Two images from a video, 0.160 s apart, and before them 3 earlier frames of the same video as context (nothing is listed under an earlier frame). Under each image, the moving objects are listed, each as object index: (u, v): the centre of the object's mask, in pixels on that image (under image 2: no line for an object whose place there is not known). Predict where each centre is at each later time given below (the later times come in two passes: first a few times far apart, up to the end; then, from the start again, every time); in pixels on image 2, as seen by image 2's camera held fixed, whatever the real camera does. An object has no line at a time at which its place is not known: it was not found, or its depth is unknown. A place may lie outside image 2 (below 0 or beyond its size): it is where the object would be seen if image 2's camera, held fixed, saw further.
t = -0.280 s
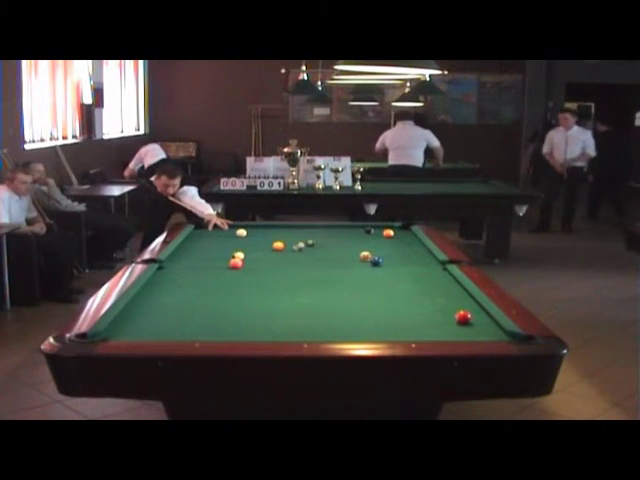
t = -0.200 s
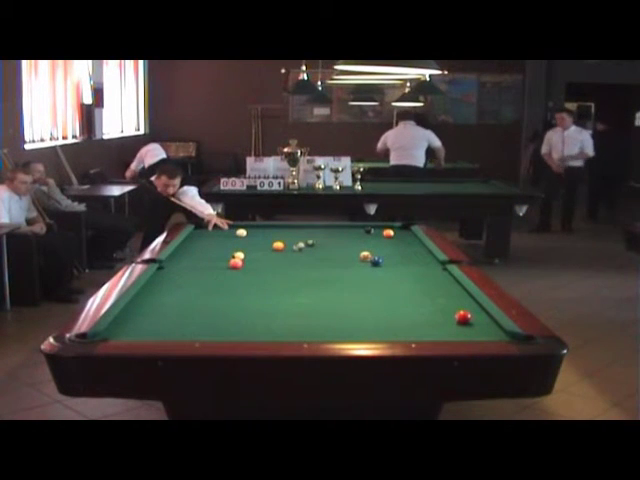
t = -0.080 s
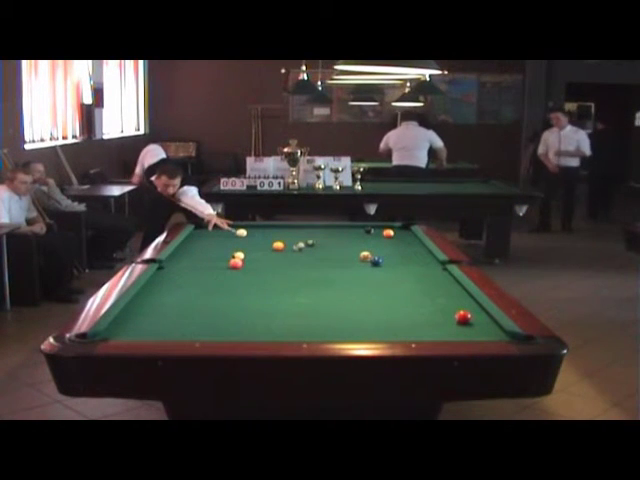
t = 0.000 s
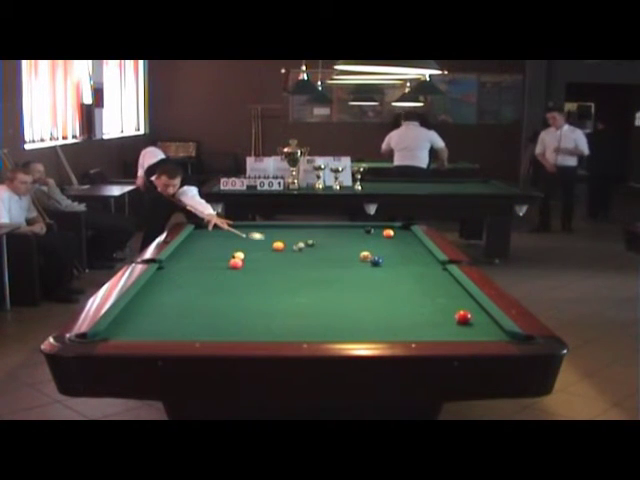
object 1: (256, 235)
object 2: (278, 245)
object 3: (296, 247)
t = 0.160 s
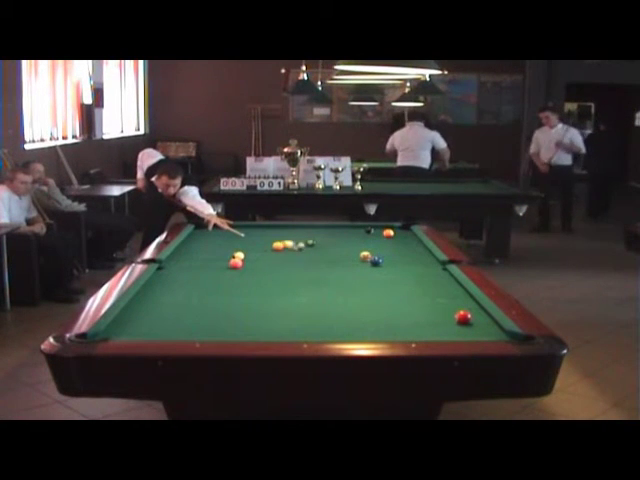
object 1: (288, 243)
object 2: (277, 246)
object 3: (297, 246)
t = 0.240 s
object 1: (289, 245)
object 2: (277, 245)
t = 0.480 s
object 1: (292, 247)
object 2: (272, 246)
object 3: (348, 255)
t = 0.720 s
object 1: (295, 249)
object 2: (268, 246)
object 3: (356, 258)
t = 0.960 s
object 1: (298, 251)
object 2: (264, 246)
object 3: (358, 261)
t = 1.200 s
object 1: (301, 252)
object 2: (261, 246)
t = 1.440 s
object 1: (302, 253)
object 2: (259, 246)
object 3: (365, 268)
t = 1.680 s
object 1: (305, 254)
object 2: (259, 246)
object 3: (367, 269)
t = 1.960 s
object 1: (307, 255)
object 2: (259, 246)
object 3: (370, 272)
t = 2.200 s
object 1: (308, 255)
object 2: (259, 246)
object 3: (373, 274)
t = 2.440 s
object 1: (308, 256)
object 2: (259, 246)
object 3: (373, 276)
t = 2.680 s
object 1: (309, 256)
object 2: (259, 246)
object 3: (374, 277)
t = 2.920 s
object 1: (309, 256)
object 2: (259, 246)
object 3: (375, 279)
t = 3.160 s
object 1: (309, 256)
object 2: (259, 246)
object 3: (376, 280)
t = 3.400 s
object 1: (309, 256)
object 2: (259, 246)
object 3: (377, 280)
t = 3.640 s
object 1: (309, 256)
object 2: (259, 246)
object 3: (378, 280)
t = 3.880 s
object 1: (309, 256)
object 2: (259, 246)
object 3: (377, 280)
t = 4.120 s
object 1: (309, 256)
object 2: (260, 246)
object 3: (378, 280)
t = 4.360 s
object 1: (309, 255)
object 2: (260, 246)
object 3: (378, 280)
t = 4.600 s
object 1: (310, 256)
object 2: (260, 246)
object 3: (378, 281)
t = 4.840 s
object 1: (310, 256)
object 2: (260, 246)
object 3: (378, 281)
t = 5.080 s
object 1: (309, 256)
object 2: (260, 246)
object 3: (378, 281)
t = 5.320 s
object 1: (310, 256)
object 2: (260, 247)
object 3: (378, 281)
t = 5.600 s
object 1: (309, 256)
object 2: (260, 247)
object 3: (378, 281)
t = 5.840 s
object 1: (308, 256)
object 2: (259, 247)
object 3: (377, 281)
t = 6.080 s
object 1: (308, 257)
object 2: (259, 247)
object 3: (377, 281)
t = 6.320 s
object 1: (309, 256)
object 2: (259, 247)
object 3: (377, 281)
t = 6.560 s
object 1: (308, 256)
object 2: (259, 247)
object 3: (377, 281)
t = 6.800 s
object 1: (309, 256)
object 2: (259, 246)
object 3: (377, 280)
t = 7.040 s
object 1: (310, 256)
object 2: (260, 247)
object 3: (378, 281)
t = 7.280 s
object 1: (309, 257)
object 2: (260, 247)
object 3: (378, 281)
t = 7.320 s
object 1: (309, 257)
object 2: (260, 247)
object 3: (378, 281)
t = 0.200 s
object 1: (289, 244)
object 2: (278, 245)
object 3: (302, 247)
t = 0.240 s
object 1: (289, 245)
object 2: (277, 245)
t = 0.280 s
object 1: (289, 245)
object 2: (276, 246)
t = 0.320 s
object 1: (290, 246)
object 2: (275, 246)
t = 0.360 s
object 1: (290, 246)
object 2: (274, 245)
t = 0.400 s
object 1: (291, 247)
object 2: (273, 245)
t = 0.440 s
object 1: (292, 247)
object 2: (273, 245)
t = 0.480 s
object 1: (292, 247)
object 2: (272, 246)
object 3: (348, 255)
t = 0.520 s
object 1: (293, 247)
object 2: (270, 246)
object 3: (352, 256)
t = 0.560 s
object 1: (293, 248)
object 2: (270, 246)
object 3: (353, 256)
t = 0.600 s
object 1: (294, 248)
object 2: (269, 246)
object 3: (354, 258)
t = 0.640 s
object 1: (294, 248)
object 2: (268, 246)
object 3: (355, 258)
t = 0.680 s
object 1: (294, 249)
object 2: (268, 246)
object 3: (355, 258)
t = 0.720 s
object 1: (295, 249)
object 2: (268, 246)
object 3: (356, 258)
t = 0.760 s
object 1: (295, 249)
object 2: (266, 246)
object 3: (357, 258)
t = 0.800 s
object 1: (296, 250)
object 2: (266, 246)
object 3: (358, 259)
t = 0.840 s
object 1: (296, 250)
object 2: (265, 246)
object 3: (358, 260)
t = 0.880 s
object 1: (297, 250)
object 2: (264, 246)
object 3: (359, 261)
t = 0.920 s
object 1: (297, 251)
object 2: (264, 246)
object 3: (358, 261)
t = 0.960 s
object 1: (298, 251)
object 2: (264, 246)
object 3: (358, 261)
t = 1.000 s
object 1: (298, 251)
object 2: (263, 247)
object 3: (359, 261)
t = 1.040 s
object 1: (299, 251)
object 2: (262, 246)
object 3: (360, 262)
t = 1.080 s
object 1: (299, 251)
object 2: (262, 246)
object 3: (360, 263)
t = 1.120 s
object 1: (300, 252)
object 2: (262, 246)
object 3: (361, 264)
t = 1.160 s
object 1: (300, 252)
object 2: (261, 246)
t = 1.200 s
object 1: (301, 252)
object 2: (261, 246)
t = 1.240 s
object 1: (301, 253)
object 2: (261, 246)
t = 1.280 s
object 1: (302, 253)
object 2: (261, 247)
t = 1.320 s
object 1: (302, 253)
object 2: (260, 246)
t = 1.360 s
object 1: (301, 253)
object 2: (260, 246)
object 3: (364, 266)
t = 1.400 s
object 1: (302, 253)
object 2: (260, 246)
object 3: (365, 267)
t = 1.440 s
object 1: (302, 253)
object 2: (259, 246)
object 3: (365, 268)
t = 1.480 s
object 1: (302, 254)
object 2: (259, 246)
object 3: (365, 268)
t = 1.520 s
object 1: (303, 254)
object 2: (259, 246)
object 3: (365, 267)
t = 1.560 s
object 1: (303, 254)
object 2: (259, 246)
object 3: (365, 268)
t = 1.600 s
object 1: (303, 254)
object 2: (259, 246)
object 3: (366, 268)
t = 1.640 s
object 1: (304, 254)
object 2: (259, 246)
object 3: (366, 269)
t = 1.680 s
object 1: (305, 254)
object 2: (259, 246)
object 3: (367, 269)
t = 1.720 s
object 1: (305, 255)
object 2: (259, 246)
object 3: (367, 270)
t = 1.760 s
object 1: (305, 254)
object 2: (259, 246)
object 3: (367, 271)
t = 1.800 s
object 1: (305, 255)
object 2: (259, 246)
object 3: (367, 272)
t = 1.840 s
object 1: (306, 255)
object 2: (259, 246)
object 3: (368, 271)
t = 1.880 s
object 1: (306, 255)
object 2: (259, 247)
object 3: (369, 271)
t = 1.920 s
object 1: (306, 255)
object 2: (259, 246)
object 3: (369, 272)
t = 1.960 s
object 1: (307, 255)
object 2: (259, 246)
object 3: (370, 272)
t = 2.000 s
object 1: (307, 255)
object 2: (259, 246)
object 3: (370, 272)
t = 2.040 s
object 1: (307, 255)
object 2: (259, 246)
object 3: (371, 273)
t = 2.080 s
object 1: (307, 255)
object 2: (259, 246)
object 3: (371, 273)
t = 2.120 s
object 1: (308, 255)
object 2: (259, 246)
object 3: (372, 273)
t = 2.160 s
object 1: (308, 255)
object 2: (259, 246)
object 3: (372, 273)
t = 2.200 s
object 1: (308, 255)
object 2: (259, 246)
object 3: (373, 274)
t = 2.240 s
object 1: (308, 255)
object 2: (259, 246)
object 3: (373, 275)
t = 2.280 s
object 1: (308, 255)
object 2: (259, 246)
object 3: (374, 275)
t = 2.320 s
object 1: (308, 255)
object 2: (259, 246)
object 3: (374, 275)
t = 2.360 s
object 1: (308, 256)
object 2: (259, 246)
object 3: (373, 276)
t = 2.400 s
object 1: (308, 256)
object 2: (259, 246)
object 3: (373, 275)
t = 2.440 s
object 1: (308, 256)
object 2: (259, 246)
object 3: (373, 276)
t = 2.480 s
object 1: (308, 256)
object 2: (259, 246)
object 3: (374, 276)
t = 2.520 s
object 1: (309, 255)
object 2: (259, 246)
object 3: (374, 276)
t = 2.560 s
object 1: (309, 256)
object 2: (259, 246)
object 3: (374, 276)
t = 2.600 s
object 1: (308, 256)
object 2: (259, 246)
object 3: (374, 276)
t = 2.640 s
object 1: (309, 256)
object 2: (259, 246)
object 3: (374, 276)
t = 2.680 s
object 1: (309, 256)
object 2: (259, 246)
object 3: (374, 277)
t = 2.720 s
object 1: (309, 256)
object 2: (259, 246)
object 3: (375, 278)
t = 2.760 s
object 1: (309, 256)
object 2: (259, 246)
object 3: (375, 278)
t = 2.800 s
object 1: (309, 256)
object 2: (259, 246)
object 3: (375, 277)
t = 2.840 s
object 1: (309, 256)
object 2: (259, 246)
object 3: (375, 278)
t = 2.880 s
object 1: (309, 256)
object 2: (259, 246)
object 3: (375, 278)
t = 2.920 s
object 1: (309, 256)
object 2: (259, 246)
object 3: (375, 279)
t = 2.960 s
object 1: (309, 256)
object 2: (259, 246)
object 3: (376, 279)
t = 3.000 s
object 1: (309, 256)
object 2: (259, 246)
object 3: (376, 280)
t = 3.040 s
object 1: (309, 256)
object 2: (259, 246)
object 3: (376, 280)
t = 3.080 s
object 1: (309, 256)
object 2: (259, 246)
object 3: (376, 280)
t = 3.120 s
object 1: (309, 256)
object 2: (259, 246)
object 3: (376, 280)
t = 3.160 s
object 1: (309, 256)
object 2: (259, 246)
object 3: (376, 280)
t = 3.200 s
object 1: (309, 256)
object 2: (259, 246)
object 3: (376, 280)
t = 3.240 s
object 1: (309, 256)
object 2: (259, 246)
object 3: (376, 280)
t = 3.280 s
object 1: (309, 256)
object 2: (259, 246)
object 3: (377, 280)
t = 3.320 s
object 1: (309, 256)
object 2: (259, 246)
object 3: (377, 280)
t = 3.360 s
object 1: (309, 256)
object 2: (259, 246)
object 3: (377, 280)
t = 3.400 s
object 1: (309, 256)
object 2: (259, 246)
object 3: (377, 280)
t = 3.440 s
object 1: (308, 256)
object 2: (259, 246)
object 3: (377, 280)
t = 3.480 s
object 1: (309, 256)
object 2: (259, 246)
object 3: (377, 280)
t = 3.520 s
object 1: (308, 256)
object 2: (259, 246)
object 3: (377, 280)
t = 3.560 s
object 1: (309, 256)
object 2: (260, 246)
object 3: (378, 280)
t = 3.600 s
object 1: (309, 256)
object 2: (260, 246)
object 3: (378, 280)
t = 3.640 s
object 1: (309, 256)
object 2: (259, 246)
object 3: (378, 280)
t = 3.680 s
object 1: (308, 256)
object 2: (259, 246)
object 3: (377, 280)
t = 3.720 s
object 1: (309, 256)
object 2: (260, 246)
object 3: (378, 280)
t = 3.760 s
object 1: (309, 256)
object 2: (260, 246)
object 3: (378, 280)
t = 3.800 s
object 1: (309, 256)
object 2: (259, 246)
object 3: (377, 281)
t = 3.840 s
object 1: (308, 256)
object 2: (259, 246)
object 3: (377, 280)
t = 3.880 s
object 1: (309, 256)
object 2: (259, 246)
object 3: (377, 280)
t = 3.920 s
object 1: (309, 256)
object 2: (260, 247)
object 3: (378, 281)
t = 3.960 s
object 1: (309, 256)
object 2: (260, 246)
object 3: (378, 280)
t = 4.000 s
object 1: (309, 256)
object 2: (260, 246)
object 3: (378, 281)
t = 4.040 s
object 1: (309, 256)
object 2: (260, 246)
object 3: (378, 281)
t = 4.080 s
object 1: (309, 256)
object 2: (260, 246)
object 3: (378, 280)
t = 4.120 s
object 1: (309, 256)
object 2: (260, 246)
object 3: (378, 280)
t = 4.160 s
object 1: (309, 256)
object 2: (260, 246)
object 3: (378, 280)
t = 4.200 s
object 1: (309, 256)
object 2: (260, 247)
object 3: (378, 281)
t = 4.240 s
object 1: (309, 256)
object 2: (260, 247)
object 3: (378, 281)
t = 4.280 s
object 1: (309, 256)
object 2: (260, 246)
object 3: (378, 280)
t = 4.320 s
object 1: (309, 256)
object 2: (260, 246)
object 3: (378, 280)
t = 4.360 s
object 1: (309, 255)
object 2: (260, 246)
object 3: (378, 280)
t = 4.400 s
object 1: (309, 255)
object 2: (259, 246)
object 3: (377, 280)
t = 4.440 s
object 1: (309, 256)
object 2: (259, 246)
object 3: (377, 280)
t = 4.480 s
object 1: (309, 256)
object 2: (260, 246)
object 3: (378, 280)
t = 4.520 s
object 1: (309, 256)
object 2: (260, 247)
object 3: (378, 281)
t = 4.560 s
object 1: (309, 256)
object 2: (260, 246)
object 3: (378, 281)
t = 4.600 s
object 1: (310, 256)
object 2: (260, 246)
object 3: (378, 281)
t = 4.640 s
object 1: (309, 256)
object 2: (260, 246)
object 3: (378, 280)
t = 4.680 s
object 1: (309, 256)
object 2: (259, 247)
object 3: (378, 281)
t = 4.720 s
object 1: (309, 256)
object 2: (260, 247)
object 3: (378, 281)
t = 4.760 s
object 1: (310, 256)
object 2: (260, 246)
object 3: (378, 281)
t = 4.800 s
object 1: (310, 256)
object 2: (260, 246)
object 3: (378, 281)
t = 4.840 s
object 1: (310, 256)
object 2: (260, 246)
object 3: (378, 281)
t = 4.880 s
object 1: (309, 256)
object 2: (260, 247)
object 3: (378, 281)
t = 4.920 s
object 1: (309, 256)
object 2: (260, 246)
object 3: (378, 281)
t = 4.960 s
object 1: (310, 256)
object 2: (260, 246)
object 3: (378, 280)
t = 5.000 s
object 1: (309, 256)
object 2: (259, 246)
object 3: (378, 281)
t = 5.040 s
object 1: (309, 256)
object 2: (259, 246)
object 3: (378, 281)
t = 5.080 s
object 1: (309, 256)
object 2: (260, 246)
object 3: (378, 281)
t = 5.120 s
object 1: (309, 256)
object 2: (260, 246)
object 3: (378, 280)
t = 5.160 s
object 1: (309, 256)
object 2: (260, 246)
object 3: (378, 280)
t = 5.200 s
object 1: (309, 256)
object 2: (259, 246)
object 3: (377, 280)
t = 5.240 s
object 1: (308, 256)
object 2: (259, 246)
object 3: (377, 281)
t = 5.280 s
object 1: (309, 256)
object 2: (259, 247)
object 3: (377, 281)
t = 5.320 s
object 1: (310, 256)
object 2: (260, 247)
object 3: (378, 281)
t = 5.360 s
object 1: (310, 256)
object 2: (260, 247)
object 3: (378, 281)
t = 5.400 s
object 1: (310, 256)
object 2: (260, 247)
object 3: (378, 281)
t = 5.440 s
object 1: (310, 256)
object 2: (260, 247)
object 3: (378, 281)
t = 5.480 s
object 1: (309, 256)
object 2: (260, 247)
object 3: (378, 281)
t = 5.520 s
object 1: (309, 256)
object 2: (260, 247)
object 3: (378, 281)
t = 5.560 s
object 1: (309, 256)
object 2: (260, 246)
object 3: (378, 280)
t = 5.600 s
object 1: (309, 256)
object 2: (260, 247)
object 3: (378, 281)
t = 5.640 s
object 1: (309, 256)
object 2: (260, 247)
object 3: (378, 281)
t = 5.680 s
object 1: (309, 256)
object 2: (260, 247)
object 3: (378, 281)
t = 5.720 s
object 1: (309, 256)
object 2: (260, 246)
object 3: (378, 281)
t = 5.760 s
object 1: (309, 256)
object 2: (260, 247)
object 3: (378, 281)
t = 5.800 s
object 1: (308, 256)
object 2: (259, 247)
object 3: (377, 281)
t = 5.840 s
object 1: (308, 256)
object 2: (259, 247)
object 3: (377, 281)
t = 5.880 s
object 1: (309, 256)
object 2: (260, 247)
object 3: (378, 281)
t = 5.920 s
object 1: (309, 256)
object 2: (260, 247)
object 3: (378, 280)
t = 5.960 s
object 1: (309, 256)
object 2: (260, 247)
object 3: (378, 281)
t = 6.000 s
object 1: (309, 257)
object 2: (259, 247)
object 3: (377, 281)
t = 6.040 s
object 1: (309, 256)
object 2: (259, 247)
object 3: (377, 280)
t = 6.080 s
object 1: (308, 257)
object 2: (259, 247)
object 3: (377, 281)
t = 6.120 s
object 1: (309, 256)
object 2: (260, 247)
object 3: (378, 281)
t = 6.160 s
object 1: (309, 257)
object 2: (259, 247)
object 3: (377, 282)
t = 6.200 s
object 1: (309, 257)
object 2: (259, 247)
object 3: (377, 282)
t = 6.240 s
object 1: (309, 257)
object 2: (259, 247)
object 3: (377, 281)
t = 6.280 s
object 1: (309, 257)
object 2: (260, 247)
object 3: (378, 281)
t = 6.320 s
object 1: (309, 256)
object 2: (259, 247)
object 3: (377, 281)
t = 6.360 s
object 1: (308, 256)
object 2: (259, 247)
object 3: (377, 281)
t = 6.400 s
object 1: (308, 256)
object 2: (259, 247)
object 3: (377, 281)
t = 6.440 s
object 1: (309, 256)
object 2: (260, 247)
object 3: (378, 281)
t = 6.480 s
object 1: (308, 256)
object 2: (259, 247)
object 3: (377, 281)
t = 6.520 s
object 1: (308, 256)
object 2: (259, 247)
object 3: (377, 281)
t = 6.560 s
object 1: (308, 256)
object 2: (259, 247)
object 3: (377, 281)
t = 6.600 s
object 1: (309, 256)
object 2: (260, 247)
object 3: (377, 281)
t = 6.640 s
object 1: (308, 256)
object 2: (259, 246)
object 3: (377, 280)
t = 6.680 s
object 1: (309, 256)
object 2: (260, 247)
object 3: (378, 281)
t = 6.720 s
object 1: (308, 256)
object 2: (259, 247)
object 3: (377, 281)
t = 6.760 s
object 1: (309, 256)
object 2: (260, 247)
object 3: (378, 281)
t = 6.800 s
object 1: (309, 256)
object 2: (259, 246)
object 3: (377, 280)
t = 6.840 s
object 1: (309, 256)
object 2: (260, 247)
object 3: (378, 281)
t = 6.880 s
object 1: (308, 256)
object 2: (259, 246)
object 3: (377, 280)
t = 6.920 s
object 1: (309, 256)
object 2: (260, 246)
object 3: (378, 280)
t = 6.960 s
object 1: (309, 256)
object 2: (260, 247)
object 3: (378, 281)
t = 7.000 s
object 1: (309, 256)
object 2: (260, 247)
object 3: (378, 281)
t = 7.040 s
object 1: (310, 256)
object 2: (260, 247)
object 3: (378, 281)
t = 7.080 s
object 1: (309, 256)
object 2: (260, 247)
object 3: (378, 281)
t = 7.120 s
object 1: (309, 256)
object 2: (260, 247)
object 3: (378, 281)
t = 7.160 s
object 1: (309, 256)
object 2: (260, 247)
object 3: (378, 281)
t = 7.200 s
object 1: (309, 257)
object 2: (260, 247)
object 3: (378, 281)
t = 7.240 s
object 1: (309, 257)
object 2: (260, 247)
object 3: (378, 281)
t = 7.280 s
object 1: (309, 257)
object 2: (260, 247)
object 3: (378, 281)
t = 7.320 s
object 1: (309, 257)
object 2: (260, 247)
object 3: (378, 281)
